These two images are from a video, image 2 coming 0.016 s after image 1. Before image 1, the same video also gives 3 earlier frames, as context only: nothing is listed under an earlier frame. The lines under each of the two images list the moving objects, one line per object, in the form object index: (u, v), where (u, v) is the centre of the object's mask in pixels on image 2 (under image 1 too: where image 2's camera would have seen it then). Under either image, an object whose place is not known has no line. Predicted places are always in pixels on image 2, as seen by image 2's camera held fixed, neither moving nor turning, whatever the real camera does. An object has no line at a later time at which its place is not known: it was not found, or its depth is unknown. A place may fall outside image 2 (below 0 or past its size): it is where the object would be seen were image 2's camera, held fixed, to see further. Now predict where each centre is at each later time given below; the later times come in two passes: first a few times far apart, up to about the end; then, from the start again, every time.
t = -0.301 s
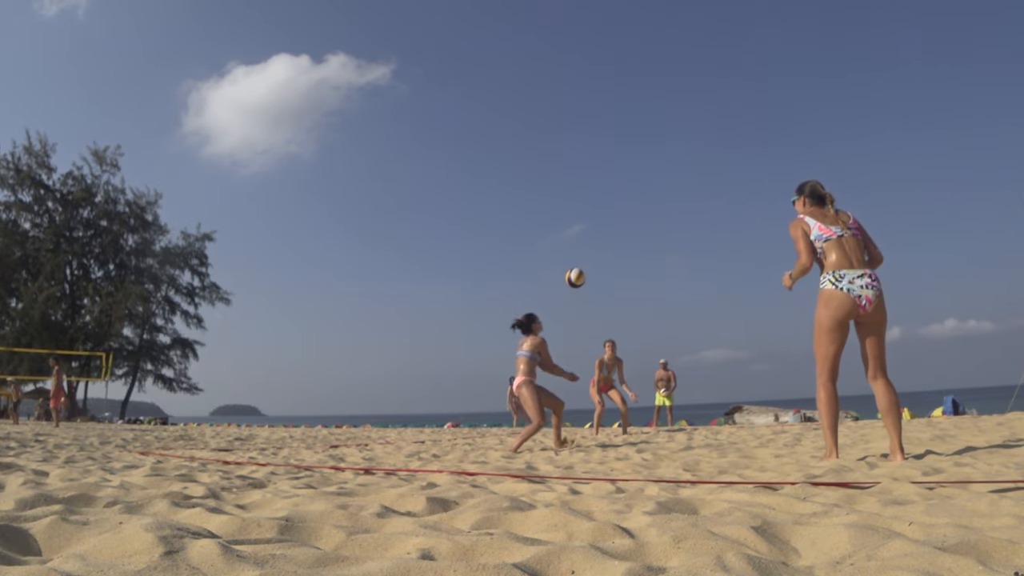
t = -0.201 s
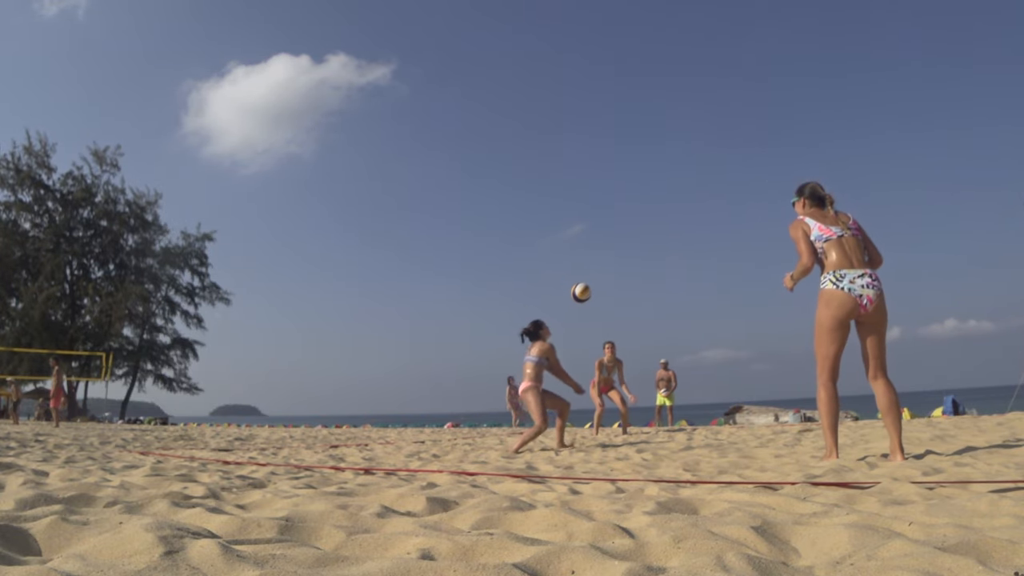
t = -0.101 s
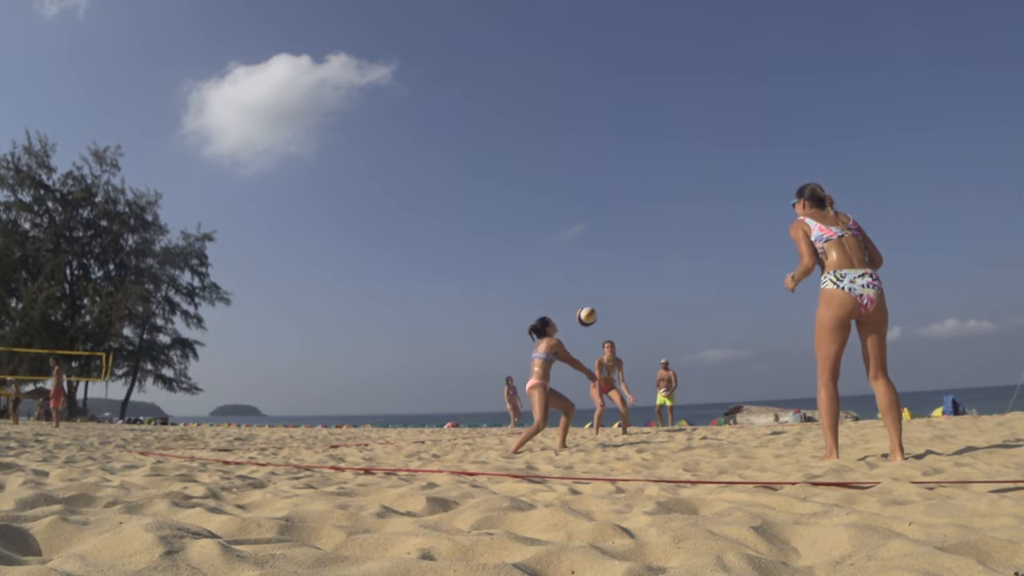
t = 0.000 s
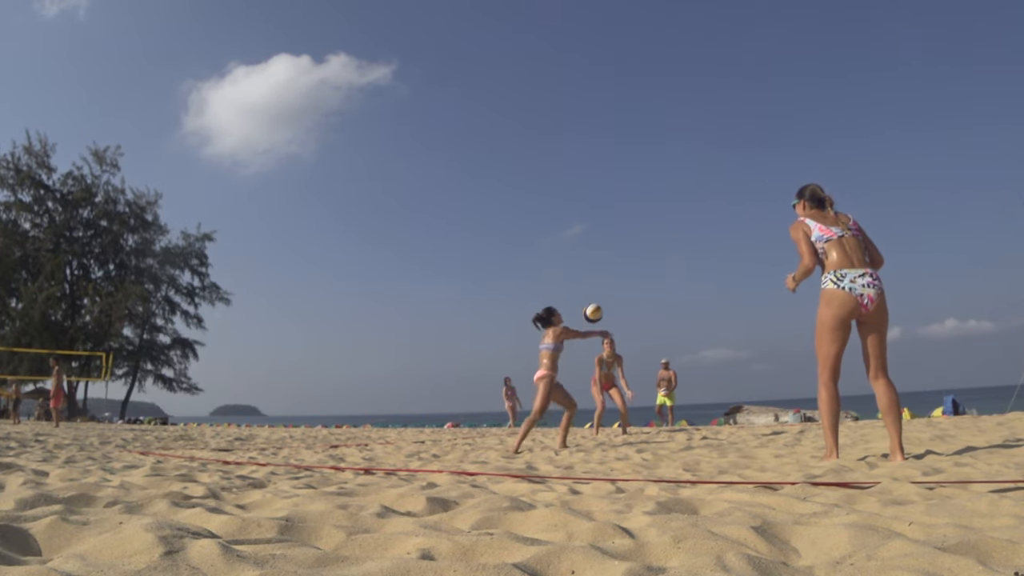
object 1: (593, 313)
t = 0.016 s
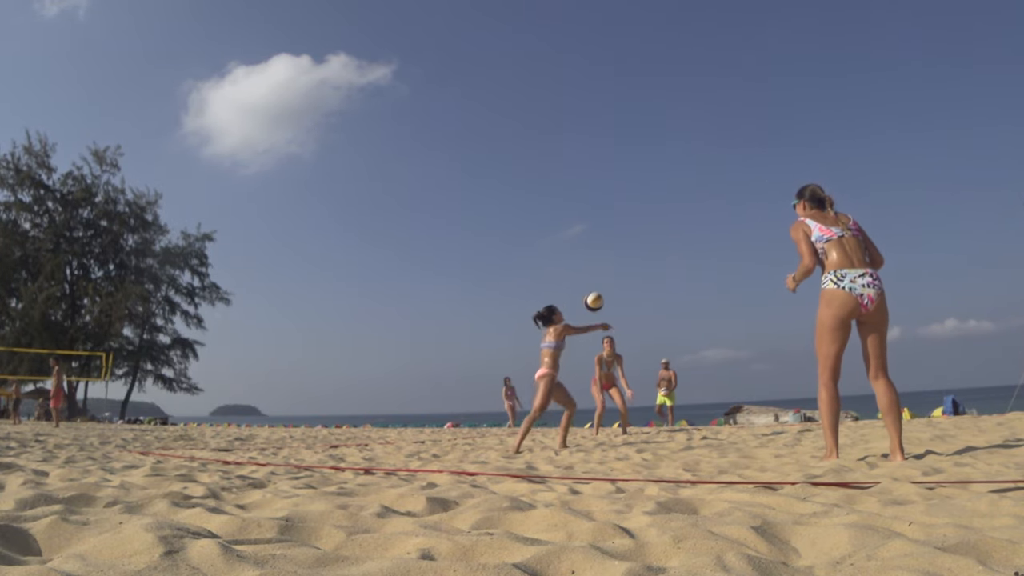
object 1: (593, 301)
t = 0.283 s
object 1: (609, 164)
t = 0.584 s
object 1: (629, 97)
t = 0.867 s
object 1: (652, 98)
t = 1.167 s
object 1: (682, 161)
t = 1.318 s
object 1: (699, 217)
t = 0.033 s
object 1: (594, 290)
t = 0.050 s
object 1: (596, 279)
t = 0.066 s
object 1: (597, 269)
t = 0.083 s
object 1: (598, 259)
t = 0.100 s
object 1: (599, 250)
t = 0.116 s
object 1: (600, 240)
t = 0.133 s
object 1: (600, 231)
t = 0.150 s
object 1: (601, 222)
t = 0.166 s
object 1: (602, 214)
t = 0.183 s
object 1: (603, 206)
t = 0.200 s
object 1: (604, 198)
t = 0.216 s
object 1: (605, 191)
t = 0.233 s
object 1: (606, 184)
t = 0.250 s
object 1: (607, 177)
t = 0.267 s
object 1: (608, 170)
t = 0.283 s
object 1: (609, 164)
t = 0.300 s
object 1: (610, 158)
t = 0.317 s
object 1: (611, 153)
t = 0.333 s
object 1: (613, 148)
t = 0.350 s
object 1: (613, 143)
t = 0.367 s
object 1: (614, 138)
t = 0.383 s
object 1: (615, 133)
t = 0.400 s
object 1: (616, 129)
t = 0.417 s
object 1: (618, 125)
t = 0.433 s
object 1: (619, 121)
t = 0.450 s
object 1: (620, 117)
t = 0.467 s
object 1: (621, 114)
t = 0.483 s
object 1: (622, 111)
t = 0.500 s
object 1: (623, 108)
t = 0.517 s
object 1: (624, 105)
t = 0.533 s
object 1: (626, 103)
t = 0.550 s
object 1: (627, 101)
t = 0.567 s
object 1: (628, 99)
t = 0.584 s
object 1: (629, 97)
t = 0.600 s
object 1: (630, 96)
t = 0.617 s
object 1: (632, 94)
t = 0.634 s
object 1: (633, 93)
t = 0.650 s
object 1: (634, 92)
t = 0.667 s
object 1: (636, 91)
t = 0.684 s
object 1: (637, 91)
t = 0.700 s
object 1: (638, 91)
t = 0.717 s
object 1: (639, 90)
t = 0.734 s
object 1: (641, 90)
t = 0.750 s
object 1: (642, 91)
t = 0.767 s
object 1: (643, 91)
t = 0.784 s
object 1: (645, 92)
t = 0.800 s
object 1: (647, 92)
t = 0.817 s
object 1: (648, 94)
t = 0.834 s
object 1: (649, 95)
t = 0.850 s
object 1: (651, 96)
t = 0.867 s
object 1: (652, 98)
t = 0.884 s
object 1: (654, 100)
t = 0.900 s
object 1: (655, 102)
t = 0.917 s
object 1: (657, 104)
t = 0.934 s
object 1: (658, 106)
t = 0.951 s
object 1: (660, 109)
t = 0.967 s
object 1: (661, 111)
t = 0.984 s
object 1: (663, 114)
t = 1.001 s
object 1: (664, 118)
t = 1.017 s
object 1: (666, 121)
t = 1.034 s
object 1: (668, 125)
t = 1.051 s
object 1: (669, 128)
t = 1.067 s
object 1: (671, 133)
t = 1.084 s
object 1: (673, 137)
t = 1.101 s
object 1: (674, 141)
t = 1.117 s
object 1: (676, 146)
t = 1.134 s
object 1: (678, 150)
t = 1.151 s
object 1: (680, 155)
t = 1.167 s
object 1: (682, 161)
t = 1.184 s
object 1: (683, 166)
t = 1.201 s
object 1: (685, 171)
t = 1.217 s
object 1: (687, 178)
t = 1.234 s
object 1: (689, 183)
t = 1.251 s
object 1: (691, 190)
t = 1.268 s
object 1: (693, 196)
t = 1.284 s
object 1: (695, 203)
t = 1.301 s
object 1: (697, 209)
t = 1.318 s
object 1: (699, 217)
